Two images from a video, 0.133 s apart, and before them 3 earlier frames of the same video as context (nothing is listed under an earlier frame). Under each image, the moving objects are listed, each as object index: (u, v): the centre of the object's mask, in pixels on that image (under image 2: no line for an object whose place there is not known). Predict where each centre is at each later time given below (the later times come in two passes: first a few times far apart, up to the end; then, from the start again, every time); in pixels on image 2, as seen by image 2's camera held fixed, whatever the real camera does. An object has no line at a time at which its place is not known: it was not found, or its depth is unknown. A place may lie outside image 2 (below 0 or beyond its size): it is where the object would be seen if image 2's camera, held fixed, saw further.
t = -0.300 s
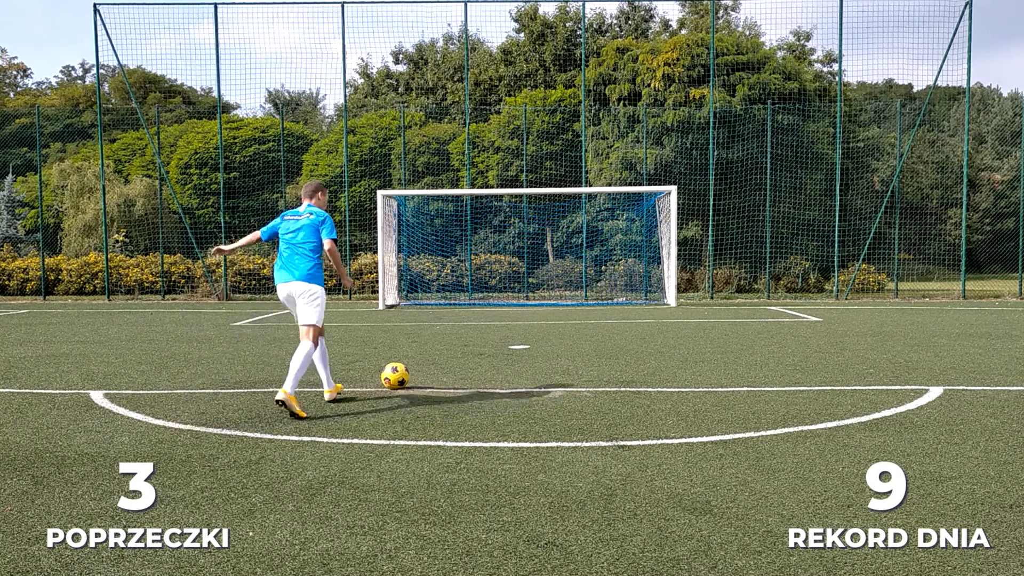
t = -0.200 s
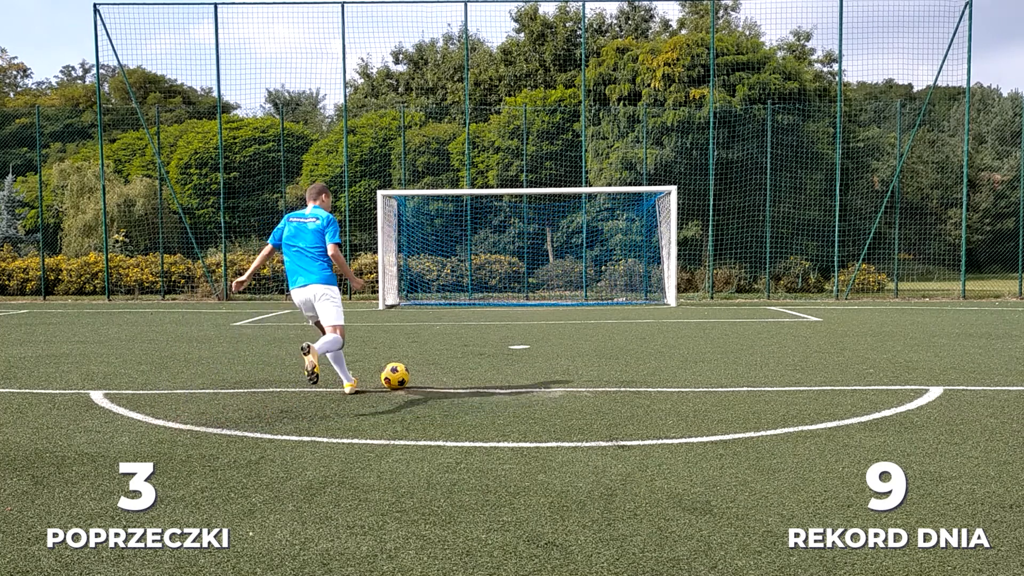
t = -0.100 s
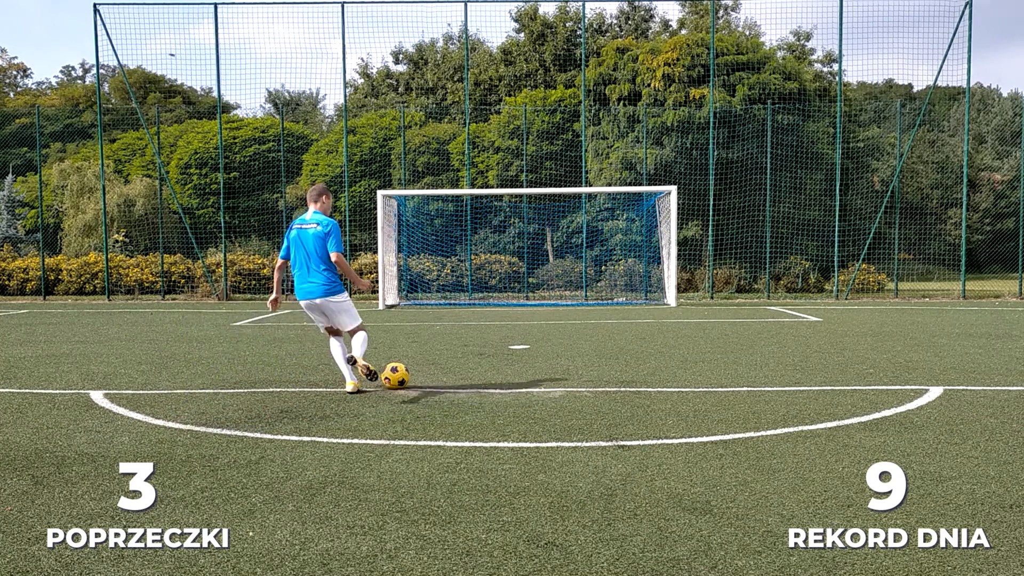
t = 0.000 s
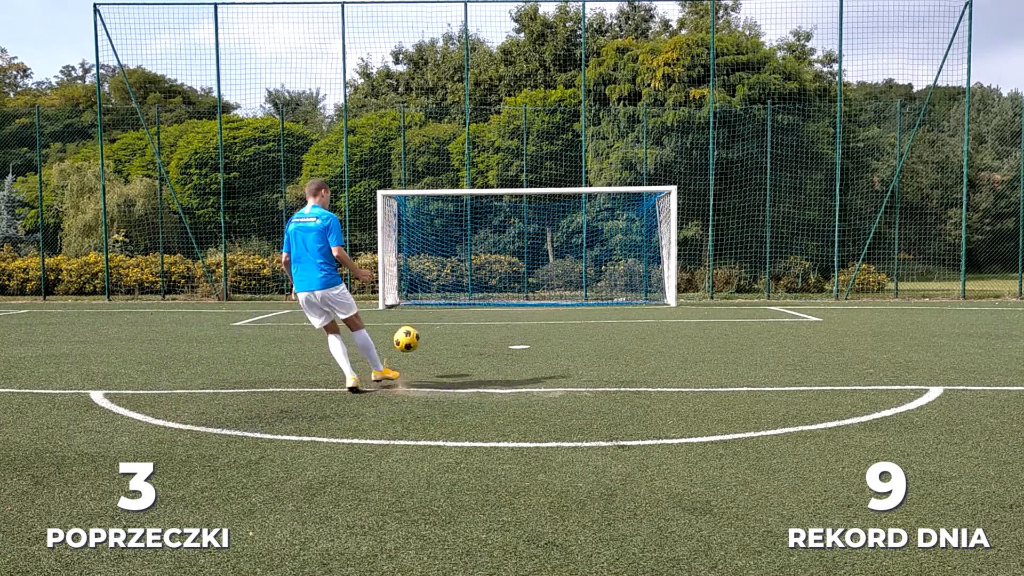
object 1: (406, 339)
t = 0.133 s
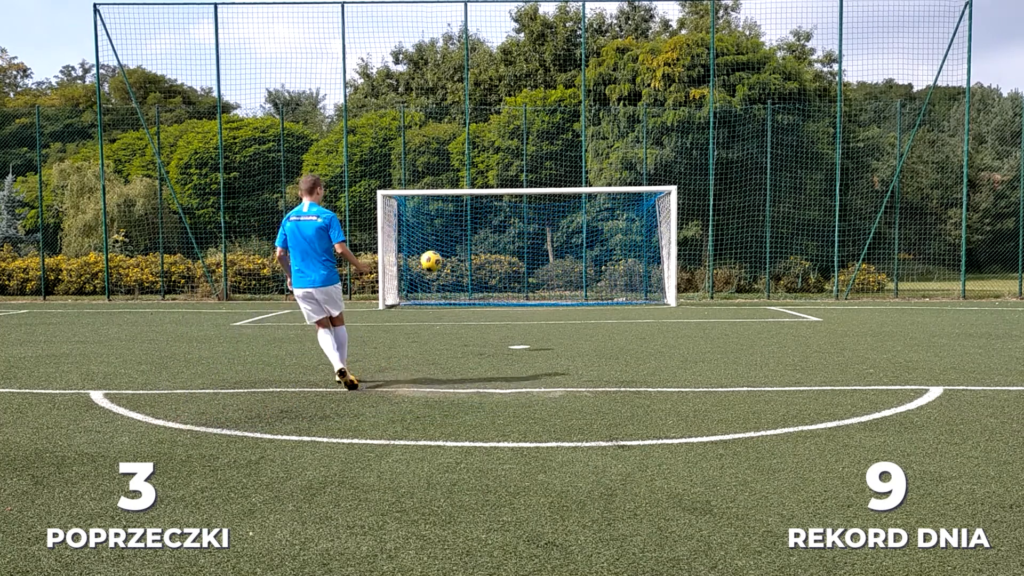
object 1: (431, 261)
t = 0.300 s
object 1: (448, 213)
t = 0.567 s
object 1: (462, 193)
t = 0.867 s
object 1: (465, 304)
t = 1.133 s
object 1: (457, 199)
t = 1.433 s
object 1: (446, 117)
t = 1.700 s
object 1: (435, 89)
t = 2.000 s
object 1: (421, 115)
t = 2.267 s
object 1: (407, 196)
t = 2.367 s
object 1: (401, 240)
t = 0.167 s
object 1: (435, 248)
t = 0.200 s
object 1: (439, 237)
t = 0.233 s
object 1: (442, 228)
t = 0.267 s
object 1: (445, 220)
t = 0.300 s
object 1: (448, 213)
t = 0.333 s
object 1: (451, 208)
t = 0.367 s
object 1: (452, 203)
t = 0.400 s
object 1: (454, 199)
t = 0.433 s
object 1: (456, 197)
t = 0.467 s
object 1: (458, 195)
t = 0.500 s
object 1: (459, 194)
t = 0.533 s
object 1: (461, 193)
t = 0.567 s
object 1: (462, 193)
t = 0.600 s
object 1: (463, 193)
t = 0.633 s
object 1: (464, 194)
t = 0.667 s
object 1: (464, 195)
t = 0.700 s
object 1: (465, 207)
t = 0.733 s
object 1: (465, 225)
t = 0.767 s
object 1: (465, 244)
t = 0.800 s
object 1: (465, 263)
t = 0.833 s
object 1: (465, 284)
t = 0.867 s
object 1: (465, 304)
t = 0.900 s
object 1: (464, 294)
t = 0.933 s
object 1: (464, 279)
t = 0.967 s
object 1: (463, 264)
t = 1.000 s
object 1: (462, 250)
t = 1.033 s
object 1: (461, 236)
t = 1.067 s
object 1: (460, 223)
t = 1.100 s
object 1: (458, 211)
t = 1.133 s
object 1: (457, 199)
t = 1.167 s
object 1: (456, 188)
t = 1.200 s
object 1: (455, 177)
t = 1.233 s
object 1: (454, 166)
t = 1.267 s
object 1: (453, 157)
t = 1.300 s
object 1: (451, 147)
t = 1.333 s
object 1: (450, 139)
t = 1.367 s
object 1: (449, 131)
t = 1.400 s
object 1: (448, 124)
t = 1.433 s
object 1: (446, 117)
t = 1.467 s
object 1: (445, 112)
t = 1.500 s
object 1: (444, 106)
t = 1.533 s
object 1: (442, 102)
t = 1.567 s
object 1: (441, 98)
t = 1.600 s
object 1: (440, 95)
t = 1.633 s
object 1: (438, 93)
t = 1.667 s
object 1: (437, 91)
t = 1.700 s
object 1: (435, 89)
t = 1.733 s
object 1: (434, 89)
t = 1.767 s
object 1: (432, 90)
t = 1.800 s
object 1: (430, 91)
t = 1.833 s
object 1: (429, 93)
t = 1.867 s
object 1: (428, 96)
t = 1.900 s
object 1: (426, 100)
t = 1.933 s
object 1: (424, 104)
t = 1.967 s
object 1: (422, 109)
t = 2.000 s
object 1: (421, 115)
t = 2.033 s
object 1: (419, 122)
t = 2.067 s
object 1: (417, 130)
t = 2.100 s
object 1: (416, 139)
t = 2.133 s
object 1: (414, 148)
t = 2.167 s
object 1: (412, 159)
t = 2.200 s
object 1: (410, 170)
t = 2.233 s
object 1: (409, 183)
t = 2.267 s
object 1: (407, 196)
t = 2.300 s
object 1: (405, 210)
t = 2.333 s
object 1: (403, 225)
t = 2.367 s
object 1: (401, 240)
